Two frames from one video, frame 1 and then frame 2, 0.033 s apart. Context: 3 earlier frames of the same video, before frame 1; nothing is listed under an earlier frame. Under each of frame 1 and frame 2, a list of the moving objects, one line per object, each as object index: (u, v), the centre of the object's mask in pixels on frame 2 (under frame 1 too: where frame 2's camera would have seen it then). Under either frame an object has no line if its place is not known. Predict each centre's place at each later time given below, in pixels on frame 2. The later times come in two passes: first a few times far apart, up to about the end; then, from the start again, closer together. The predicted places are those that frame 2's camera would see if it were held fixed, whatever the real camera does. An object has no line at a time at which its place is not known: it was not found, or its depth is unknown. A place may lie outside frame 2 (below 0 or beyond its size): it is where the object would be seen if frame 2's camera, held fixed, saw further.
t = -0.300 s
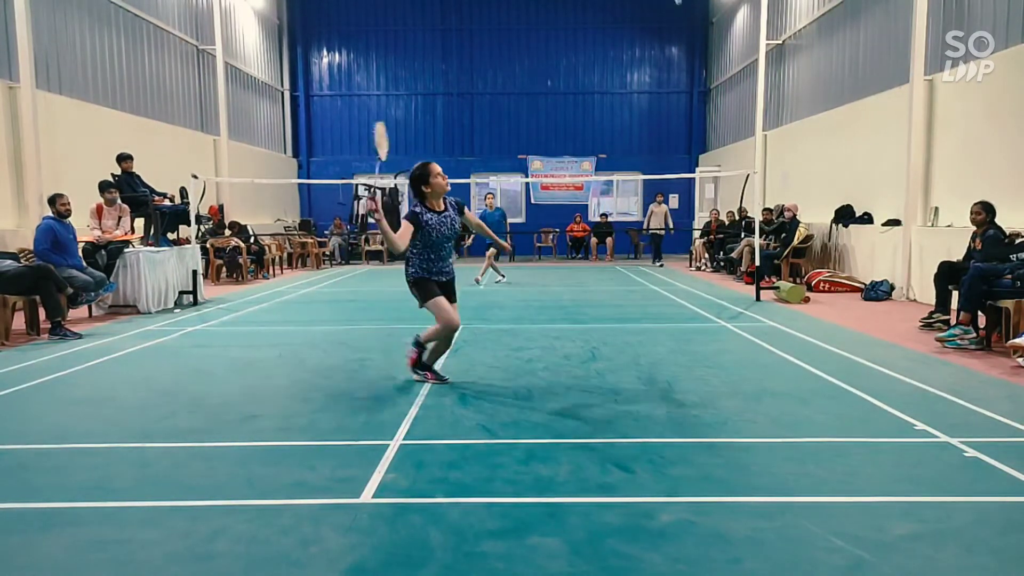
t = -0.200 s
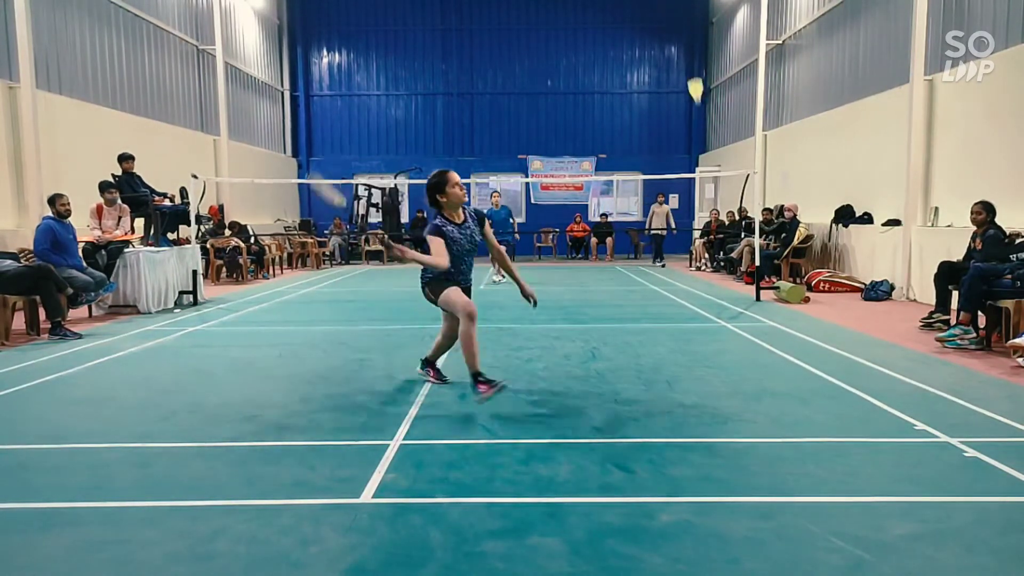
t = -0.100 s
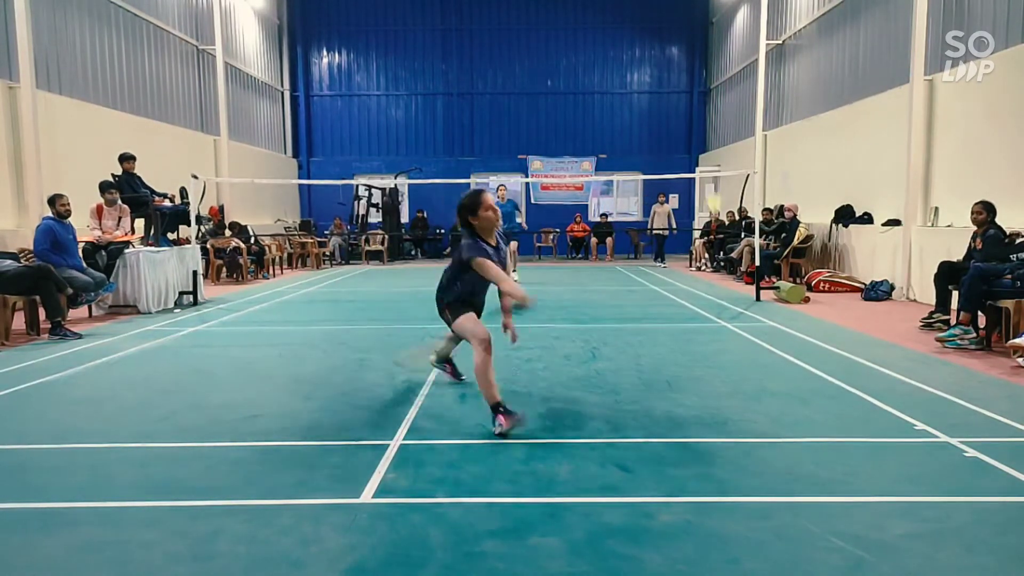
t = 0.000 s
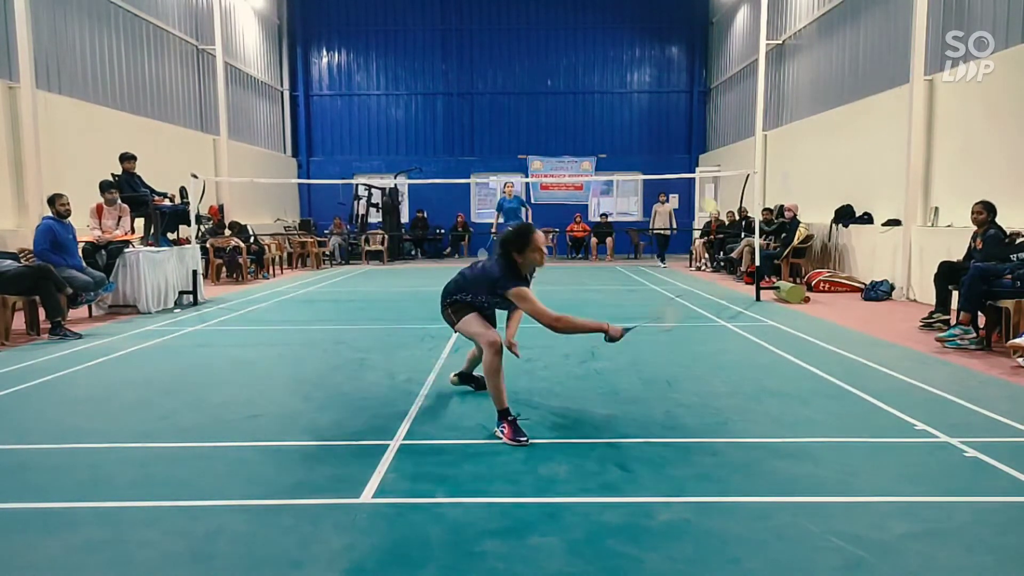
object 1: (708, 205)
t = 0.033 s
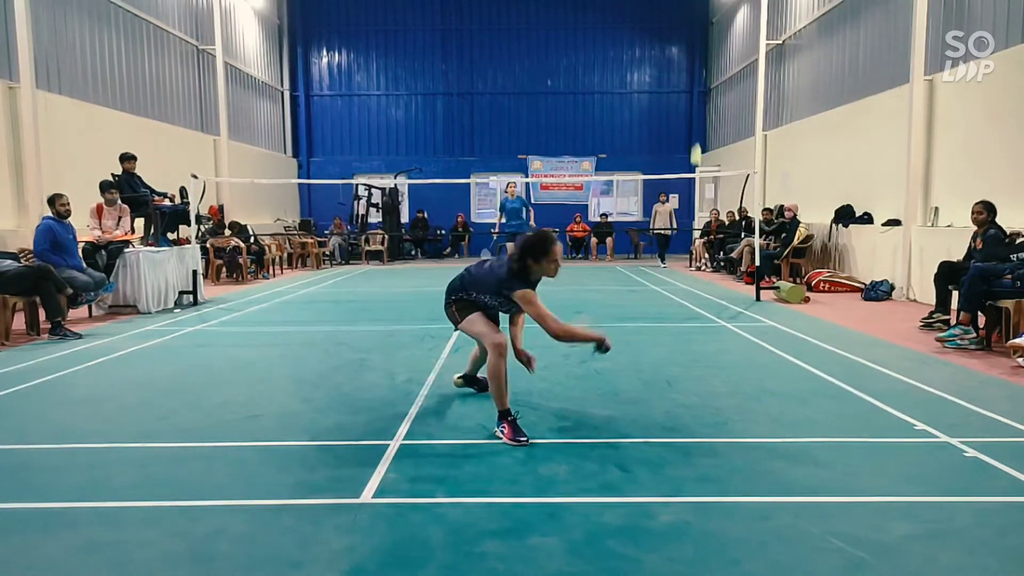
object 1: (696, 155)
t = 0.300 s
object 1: (681, 38)
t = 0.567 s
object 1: (673, 51)
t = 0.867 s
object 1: (671, 115)
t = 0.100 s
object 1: (690, 93)
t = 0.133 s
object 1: (686, 75)
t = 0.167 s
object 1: (684, 61)
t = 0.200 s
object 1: (683, 51)
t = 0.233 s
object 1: (682, 44)
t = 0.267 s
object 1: (681, 39)
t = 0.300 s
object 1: (681, 38)
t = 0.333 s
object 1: (679, 35)
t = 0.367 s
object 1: (678, 35)
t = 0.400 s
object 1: (677, 36)
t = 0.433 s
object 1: (677, 38)
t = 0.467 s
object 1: (676, 40)
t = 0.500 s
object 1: (675, 44)
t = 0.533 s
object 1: (675, 46)
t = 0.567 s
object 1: (673, 51)
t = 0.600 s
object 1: (673, 55)
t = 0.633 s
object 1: (673, 61)
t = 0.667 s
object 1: (672, 68)
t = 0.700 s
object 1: (672, 75)
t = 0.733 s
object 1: (672, 82)
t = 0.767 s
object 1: (671, 90)
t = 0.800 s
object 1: (671, 98)
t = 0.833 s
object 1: (671, 106)
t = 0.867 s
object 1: (671, 115)
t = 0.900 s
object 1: (670, 124)
